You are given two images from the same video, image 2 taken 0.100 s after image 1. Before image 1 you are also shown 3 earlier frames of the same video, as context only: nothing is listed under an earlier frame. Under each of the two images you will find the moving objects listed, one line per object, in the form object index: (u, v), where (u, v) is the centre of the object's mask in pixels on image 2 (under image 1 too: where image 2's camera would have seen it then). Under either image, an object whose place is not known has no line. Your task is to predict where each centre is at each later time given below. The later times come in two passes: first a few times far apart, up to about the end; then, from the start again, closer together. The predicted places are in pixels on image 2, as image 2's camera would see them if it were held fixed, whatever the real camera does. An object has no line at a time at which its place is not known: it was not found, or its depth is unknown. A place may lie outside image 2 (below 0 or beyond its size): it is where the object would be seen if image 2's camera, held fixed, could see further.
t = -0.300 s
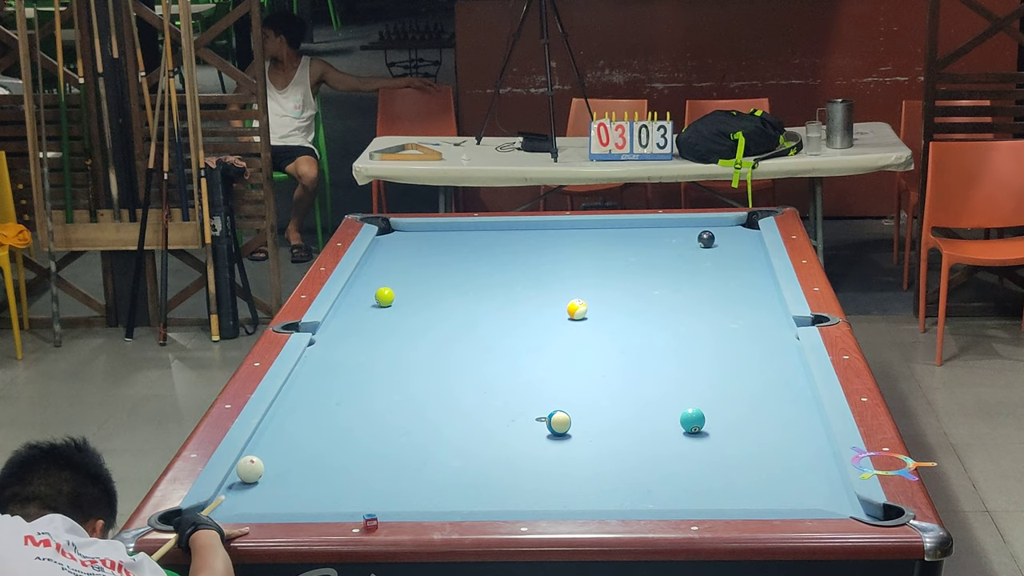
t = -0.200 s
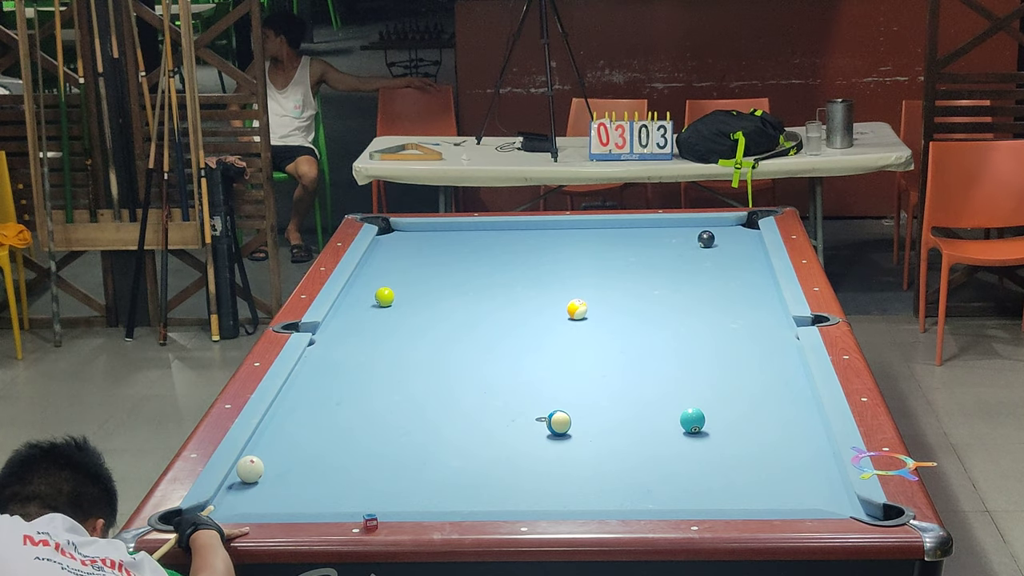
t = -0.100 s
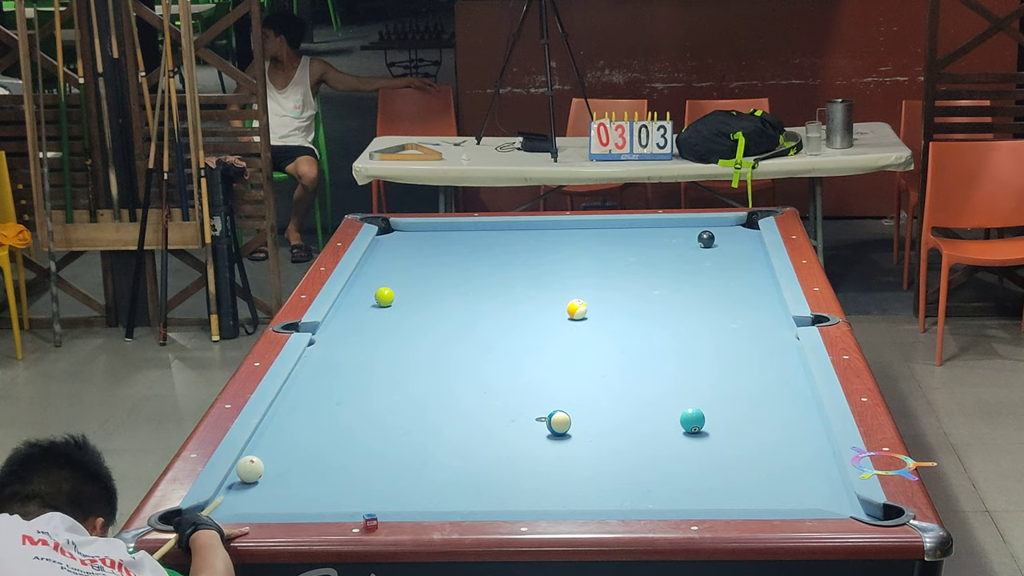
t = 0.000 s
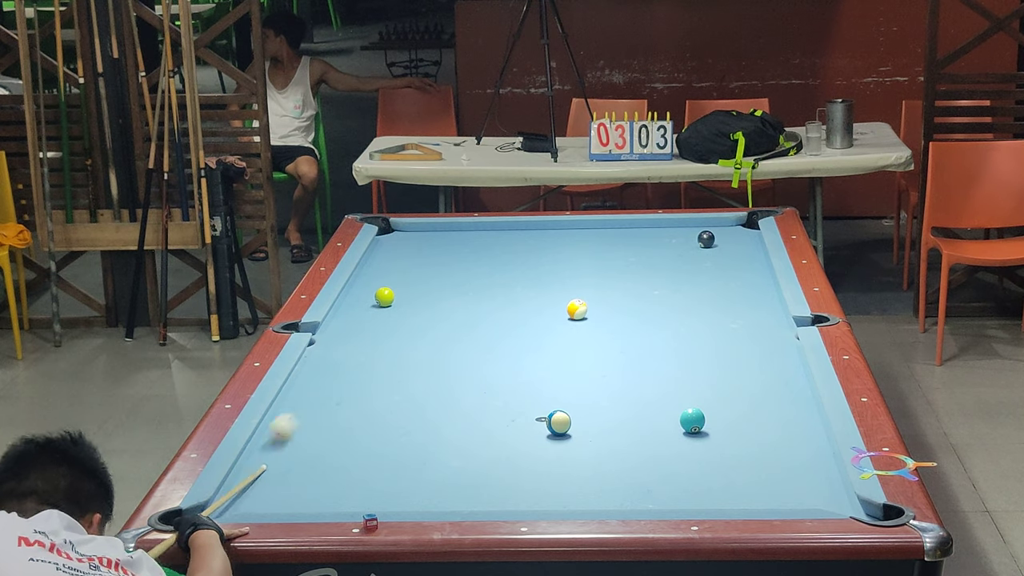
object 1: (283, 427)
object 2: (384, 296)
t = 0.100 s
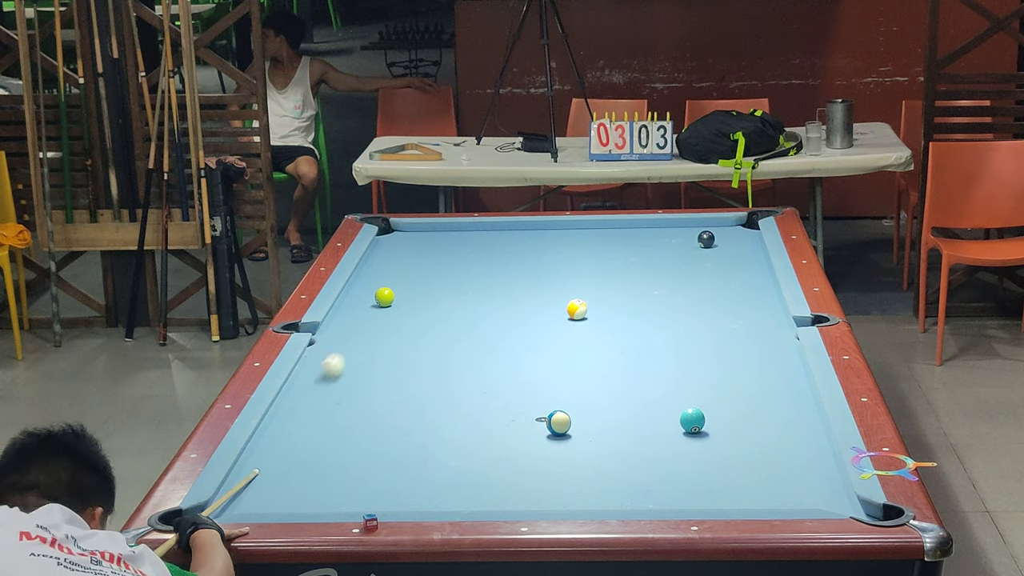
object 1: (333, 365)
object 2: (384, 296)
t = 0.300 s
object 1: (399, 301)
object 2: (384, 280)
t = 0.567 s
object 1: (458, 295)
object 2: (390, 225)
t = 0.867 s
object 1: (519, 289)
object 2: (386, 229)
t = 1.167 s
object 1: (576, 283)
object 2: (393, 229)
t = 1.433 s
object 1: (623, 279)
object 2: (397, 230)
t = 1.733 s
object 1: (673, 274)
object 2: (401, 230)
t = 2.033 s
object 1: (719, 270)
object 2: (402, 230)
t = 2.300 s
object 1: (757, 267)
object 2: (403, 230)
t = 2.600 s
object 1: (743, 265)
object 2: (403, 230)
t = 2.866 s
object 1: (724, 265)
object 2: (403, 230)
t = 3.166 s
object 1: (707, 264)
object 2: (403, 230)
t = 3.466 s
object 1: (692, 264)
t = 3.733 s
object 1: (681, 263)
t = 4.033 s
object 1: (672, 263)
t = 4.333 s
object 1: (665, 263)
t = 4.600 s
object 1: (662, 263)
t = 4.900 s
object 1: (661, 263)
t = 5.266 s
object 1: (656, 261)
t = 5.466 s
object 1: (661, 263)
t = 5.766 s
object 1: (661, 263)
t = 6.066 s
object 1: (661, 263)
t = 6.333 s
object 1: (661, 264)
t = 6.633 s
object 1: (661, 263)
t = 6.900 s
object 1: (661, 263)
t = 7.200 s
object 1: (661, 264)
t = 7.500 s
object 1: (661, 264)
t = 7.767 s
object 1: (661, 264)
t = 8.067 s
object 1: (661, 264)
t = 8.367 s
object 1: (661, 264)
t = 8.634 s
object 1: (661, 264)
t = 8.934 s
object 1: (661, 264)
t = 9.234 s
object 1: (661, 264)
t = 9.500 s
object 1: (661, 264)
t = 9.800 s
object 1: (661, 264)
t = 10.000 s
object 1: (661, 263)
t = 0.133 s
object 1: (346, 349)
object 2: (384, 296)
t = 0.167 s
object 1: (359, 333)
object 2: (384, 296)
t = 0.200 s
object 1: (370, 319)
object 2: (384, 296)
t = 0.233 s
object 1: (381, 306)
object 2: (385, 293)
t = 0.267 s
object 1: (391, 302)
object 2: (383, 288)
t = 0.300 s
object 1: (399, 301)
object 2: (384, 280)
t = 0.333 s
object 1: (407, 300)
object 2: (383, 271)
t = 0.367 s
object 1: (415, 299)
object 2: (383, 262)
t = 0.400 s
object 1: (422, 298)
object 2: (383, 254)
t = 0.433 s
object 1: (429, 298)
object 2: (382, 246)
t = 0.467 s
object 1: (437, 297)
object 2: (382, 239)
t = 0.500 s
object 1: (444, 296)
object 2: (384, 234)
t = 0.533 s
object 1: (450, 295)
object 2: (390, 228)
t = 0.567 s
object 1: (458, 295)
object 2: (390, 225)
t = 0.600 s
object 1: (465, 294)
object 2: (383, 225)
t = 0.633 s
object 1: (472, 293)
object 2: (390, 226)
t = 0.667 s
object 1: (479, 292)
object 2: (395, 225)
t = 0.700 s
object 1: (486, 292)
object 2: (394, 226)
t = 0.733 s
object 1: (493, 291)
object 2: (393, 227)
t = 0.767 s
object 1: (499, 291)
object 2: (391, 228)
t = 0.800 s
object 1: (506, 290)
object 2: (389, 228)
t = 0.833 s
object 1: (512, 289)
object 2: (387, 229)
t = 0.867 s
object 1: (519, 289)
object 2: (386, 229)
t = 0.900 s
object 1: (526, 288)
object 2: (386, 229)
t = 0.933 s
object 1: (532, 287)
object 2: (387, 230)
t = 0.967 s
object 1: (539, 286)
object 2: (388, 229)
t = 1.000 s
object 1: (545, 286)
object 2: (389, 229)
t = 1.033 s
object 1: (551, 286)
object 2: (389, 229)
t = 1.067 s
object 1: (557, 285)
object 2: (390, 229)
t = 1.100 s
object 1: (564, 284)
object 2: (391, 230)
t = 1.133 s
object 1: (570, 283)
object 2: (392, 230)
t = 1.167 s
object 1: (576, 283)
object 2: (393, 229)
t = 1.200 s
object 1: (582, 282)
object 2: (393, 229)
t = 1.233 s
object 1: (588, 282)
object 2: (394, 229)
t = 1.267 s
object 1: (594, 281)
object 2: (395, 230)
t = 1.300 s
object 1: (600, 281)
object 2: (395, 230)
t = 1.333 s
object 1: (606, 280)
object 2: (396, 230)
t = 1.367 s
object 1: (612, 280)
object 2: (397, 230)
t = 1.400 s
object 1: (617, 279)
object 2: (397, 230)
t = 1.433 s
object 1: (623, 279)
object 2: (397, 230)
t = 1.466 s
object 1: (629, 278)
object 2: (398, 230)
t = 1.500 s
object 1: (635, 278)
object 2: (398, 230)
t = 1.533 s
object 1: (640, 277)
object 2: (398, 230)
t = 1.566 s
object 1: (646, 277)
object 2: (399, 230)
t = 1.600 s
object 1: (652, 276)
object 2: (400, 230)
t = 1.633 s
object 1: (657, 276)
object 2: (400, 230)
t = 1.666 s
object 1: (662, 275)
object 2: (400, 230)
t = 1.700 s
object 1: (668, 275)
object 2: (400, 230)
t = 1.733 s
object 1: (673, 274)
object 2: (401, 230)
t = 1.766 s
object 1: (678, 274)
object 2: (401, 230)
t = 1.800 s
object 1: (684, 273)
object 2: (401, 230)
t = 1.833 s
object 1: (689, 273)
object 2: (402, 230)
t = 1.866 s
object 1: (694, 272)
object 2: (402, 230)
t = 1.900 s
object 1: (699, 272)
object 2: (402, 230)
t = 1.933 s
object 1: (704, 271)
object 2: (402, 230)
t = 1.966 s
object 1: (710, 271)
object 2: (402, 230)
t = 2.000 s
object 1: (714, 271)
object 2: (402, 230)
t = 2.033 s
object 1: (719, 270)
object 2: (402, 230)
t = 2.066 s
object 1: (724, 270)
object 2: (403, 230)
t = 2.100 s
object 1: (729, 269)
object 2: (403, 230)
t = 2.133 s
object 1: (734, 269)
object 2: (403, 230)
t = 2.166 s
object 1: (739, 268)
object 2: (403, 230)
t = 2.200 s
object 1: (743, 268)
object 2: (403, 230)
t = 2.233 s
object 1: (748, 268)
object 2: (403, 230)
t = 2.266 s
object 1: (753, 267)
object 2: (403, 230)
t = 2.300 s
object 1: (757, 267)
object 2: (403, 230)
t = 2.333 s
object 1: (762, 266)
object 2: (403, 230)
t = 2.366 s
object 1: (762, 266)
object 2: (403, 230)
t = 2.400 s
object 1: (758, 266)
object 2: (403, 230)
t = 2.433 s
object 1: (756, 266)
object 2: (403, 230)
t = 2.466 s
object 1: (753, 266)
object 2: (403, 230)
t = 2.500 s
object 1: (751, 266)
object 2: (403, 230)
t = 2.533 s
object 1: (748, 266)
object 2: (403, 230)
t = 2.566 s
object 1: (745, 265)
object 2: (403, 230)
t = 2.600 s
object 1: (743, 265)
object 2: (403, 230)
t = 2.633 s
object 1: (740, 265)
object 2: (403, 230)
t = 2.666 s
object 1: (738, 265)
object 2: (403, 230)
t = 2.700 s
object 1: (736, 265)
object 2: (403, 230)
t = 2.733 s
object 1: (733, 265)
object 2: (403, 230)
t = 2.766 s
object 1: (731, 265)
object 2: (403, 230)
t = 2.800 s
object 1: (729, 265)
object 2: (403, 230)
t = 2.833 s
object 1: (727, 265)
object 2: (403, 230)
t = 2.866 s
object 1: (724, 265)
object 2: (403, 230)
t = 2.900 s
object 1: (722, 265)
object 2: (403, 230)
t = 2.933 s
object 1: (720, 265)
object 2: (403, 230)
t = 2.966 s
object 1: (718, 265)
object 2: (403, 230)
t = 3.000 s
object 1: (716, 265)
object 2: (403, 230)
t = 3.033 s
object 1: (714, 264)
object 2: (403, 230)
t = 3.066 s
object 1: (712, 264)
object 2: (403, 230)
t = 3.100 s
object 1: (710, 264)
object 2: (403, 230)
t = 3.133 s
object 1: (708, 264)
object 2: (403, 230)
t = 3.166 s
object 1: (707, 264)
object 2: (403, 230)
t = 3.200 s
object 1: (705, 264)
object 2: (403, 230)
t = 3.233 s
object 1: (703, 264)
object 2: (403, 230)
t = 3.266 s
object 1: (701, 264)
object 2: (403, 230)
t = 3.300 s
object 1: (699, 264)
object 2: (403, 230)
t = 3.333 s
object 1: (698, 264)
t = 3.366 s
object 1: (696, 264)
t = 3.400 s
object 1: (695, 264)
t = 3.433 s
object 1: (693, 264)
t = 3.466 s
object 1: (692, 264)
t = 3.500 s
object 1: (690, 264)
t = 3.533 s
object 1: (689, 263)
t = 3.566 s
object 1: (687, 263)
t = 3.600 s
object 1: (686, 263)
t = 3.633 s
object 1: (685, 263)
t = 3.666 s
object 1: (684, 263)
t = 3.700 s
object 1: (682, 263)
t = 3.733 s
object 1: (681, 263)
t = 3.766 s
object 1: (680, 263)
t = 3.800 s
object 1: (678, 263)
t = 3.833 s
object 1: (678, 263)
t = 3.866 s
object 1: (677, 263)
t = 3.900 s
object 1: (676, 263)
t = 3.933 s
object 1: (675, 263)
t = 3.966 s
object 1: (674, 263)
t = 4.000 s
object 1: (673, 263)
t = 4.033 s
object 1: (672, 263)
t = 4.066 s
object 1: (671, 263)
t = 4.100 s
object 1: (670, 263)
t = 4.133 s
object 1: (669, 263)
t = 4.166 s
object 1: (668, 263)
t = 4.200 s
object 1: (668, 263)
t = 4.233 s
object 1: (667, 263)
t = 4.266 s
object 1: (667, 263)
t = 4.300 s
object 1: (666, 263)
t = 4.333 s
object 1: (665, 263)
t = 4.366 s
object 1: (665, 263)
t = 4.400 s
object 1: (664, 263)
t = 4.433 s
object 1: (664, 263)
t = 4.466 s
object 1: (663, 263)
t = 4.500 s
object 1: (663, 263)
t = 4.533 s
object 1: (663, 263)
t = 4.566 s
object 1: (663, 263)
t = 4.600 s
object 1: (662, 263)
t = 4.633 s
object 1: (662, 263)
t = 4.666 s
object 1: (662, 263)
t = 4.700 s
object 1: (661, 263)
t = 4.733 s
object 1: (661, 263)
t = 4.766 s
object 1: (661, 263)
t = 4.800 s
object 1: (661, 263)
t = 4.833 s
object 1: (661, 263)
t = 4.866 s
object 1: (661, 263)
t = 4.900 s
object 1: (661, 263)
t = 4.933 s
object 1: (661, 263)
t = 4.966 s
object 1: (661, 263)
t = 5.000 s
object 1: (661, 263)
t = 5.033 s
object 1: (661, 263)
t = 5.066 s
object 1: (661, 264)
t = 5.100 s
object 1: (664, 266)
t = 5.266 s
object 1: (656, 261)
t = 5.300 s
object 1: (661, 263)
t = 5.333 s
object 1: (661, 263)
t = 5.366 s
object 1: (661, 263)
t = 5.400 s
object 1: (661, 263)
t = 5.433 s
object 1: (661, 263)
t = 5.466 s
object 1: (661, 263)
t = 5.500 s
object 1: (661, 263)
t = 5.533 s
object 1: (661, 263)
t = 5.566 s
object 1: (661, 263)
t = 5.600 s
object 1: (661, 263)
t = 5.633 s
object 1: (661, 263)
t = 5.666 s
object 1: (661, 263)
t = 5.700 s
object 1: (661, 263)
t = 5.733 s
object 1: (661, 263)
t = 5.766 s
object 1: (661, 263)
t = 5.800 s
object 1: (661, 263)
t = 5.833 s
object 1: (661, 263)
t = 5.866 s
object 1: (661, 264)
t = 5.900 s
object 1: (661, 263)
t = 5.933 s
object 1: (661, 263)
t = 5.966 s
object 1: (661, 263)
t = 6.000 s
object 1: (661, 263)
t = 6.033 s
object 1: (661, 263)
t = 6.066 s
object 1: (661, 263)
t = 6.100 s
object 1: (661, 263)
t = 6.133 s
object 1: (661, 263)
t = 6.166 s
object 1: (661, 264)
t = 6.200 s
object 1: (661, 264)
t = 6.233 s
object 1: (661, 264)
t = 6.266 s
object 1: (661, 264)
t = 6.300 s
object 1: (661, 263)
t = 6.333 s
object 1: (661, 264)
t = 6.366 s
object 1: (661, 263)
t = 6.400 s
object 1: (661, 264)
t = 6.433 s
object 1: (661, 264)
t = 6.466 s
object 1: (661, 263)
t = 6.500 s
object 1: (661, 263)
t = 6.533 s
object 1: (661, 263)
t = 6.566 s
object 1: (661, 263)
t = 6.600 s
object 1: (661, 263)
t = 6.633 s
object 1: (661, 263)
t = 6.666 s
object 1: (661, 263)
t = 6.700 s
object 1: (661, 263)
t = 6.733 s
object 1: (661, 263)
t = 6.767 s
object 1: (661, 263)
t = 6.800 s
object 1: (661, 263)
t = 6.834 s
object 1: (661, 263)
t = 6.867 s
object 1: (661, 263)
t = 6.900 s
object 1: (661, 263)
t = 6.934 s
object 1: (661, 263)
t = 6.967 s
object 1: (661, 263)
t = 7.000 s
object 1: (661, 264)
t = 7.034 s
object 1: (661, 264)
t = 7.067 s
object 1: (661, 264)
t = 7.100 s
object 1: (661, 264)
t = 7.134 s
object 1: (661, 264)
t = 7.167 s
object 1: (661, 264)
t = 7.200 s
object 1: (661, 264)
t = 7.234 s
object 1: (661, 264)
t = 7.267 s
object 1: (661, 264)
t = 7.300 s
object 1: (661, 264)
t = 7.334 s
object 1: (661, 264)
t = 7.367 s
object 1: (661, 264)
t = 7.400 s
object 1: (661, 264)
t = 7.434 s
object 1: (661, 264)
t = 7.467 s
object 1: (661, 264)
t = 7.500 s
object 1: (661, 264)
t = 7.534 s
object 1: (661, 264)
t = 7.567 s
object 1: (661, 264)
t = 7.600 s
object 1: (661, 264)
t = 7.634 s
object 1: (661, 264)
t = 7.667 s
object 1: (661, 264)
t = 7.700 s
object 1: (661, 264)
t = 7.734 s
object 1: (661, 264)
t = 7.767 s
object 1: (661, 264)
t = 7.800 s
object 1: (661, 264)
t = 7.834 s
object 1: (661, 264)
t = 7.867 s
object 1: (661, 264)
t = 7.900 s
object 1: (661, 264)
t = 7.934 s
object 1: (661, 264)
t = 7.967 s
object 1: (661, 264)
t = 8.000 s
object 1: (661, 264)
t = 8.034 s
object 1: (661, 264)
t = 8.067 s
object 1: (661, 264)
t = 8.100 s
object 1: (661, 264)
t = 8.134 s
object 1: (661, 264)
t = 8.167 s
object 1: (661, 264)
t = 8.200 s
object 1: (661, 264)
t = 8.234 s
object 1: (661, 264)
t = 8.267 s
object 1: (661, 264)
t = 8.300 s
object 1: (661, 264)
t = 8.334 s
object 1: (661, 264)
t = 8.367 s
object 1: (661, 264)
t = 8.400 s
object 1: (661, 264)
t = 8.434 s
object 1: (661, 264)
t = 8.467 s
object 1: (661, 264)
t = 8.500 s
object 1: (661, 264)
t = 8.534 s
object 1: (661, 264)
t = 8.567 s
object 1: (661, 264)
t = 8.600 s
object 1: (661, 264)
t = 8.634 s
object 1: (661, 264)
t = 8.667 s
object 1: (661, 264)
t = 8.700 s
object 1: (661, 264)
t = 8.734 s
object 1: (661, 264)
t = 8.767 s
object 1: (661, 264)
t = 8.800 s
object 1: (661, 264)
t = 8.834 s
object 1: (661, 264)
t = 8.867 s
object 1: (661, 264)
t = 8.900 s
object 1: (661, 264)
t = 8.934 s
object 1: (661, 264)
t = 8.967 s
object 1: (661, 263)
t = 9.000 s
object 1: (661, 264)
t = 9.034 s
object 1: (661, 264)
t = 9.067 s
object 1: (661, 264)
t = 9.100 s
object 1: (661, 264)
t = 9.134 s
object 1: (661, 264)
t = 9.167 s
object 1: (661, 264)
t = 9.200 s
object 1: (661, 264)
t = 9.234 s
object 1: (661, 264)
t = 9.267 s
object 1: (661, 264)
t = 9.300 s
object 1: (661, 264)
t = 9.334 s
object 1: (661, 264)
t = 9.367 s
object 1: (661, 264)
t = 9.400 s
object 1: (661, 264)
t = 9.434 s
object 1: (661, 264)
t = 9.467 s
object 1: (661, 264)
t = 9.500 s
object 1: (661, 264)
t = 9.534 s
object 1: (661, 264)
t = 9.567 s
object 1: (661, 264)
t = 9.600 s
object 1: (661, 264)
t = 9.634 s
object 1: (661, 264)
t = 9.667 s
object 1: (661, 264)
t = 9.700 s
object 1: (661, 263)
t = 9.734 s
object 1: (661, 264)
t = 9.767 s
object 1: (661, 264)
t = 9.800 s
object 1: (661, 264)
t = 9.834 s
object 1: (661, 263)
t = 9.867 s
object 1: (661, 264)
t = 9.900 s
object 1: (661, 263)
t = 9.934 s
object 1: (661, 263)
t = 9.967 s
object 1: (661, 263)
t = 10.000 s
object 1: (661, 263)
